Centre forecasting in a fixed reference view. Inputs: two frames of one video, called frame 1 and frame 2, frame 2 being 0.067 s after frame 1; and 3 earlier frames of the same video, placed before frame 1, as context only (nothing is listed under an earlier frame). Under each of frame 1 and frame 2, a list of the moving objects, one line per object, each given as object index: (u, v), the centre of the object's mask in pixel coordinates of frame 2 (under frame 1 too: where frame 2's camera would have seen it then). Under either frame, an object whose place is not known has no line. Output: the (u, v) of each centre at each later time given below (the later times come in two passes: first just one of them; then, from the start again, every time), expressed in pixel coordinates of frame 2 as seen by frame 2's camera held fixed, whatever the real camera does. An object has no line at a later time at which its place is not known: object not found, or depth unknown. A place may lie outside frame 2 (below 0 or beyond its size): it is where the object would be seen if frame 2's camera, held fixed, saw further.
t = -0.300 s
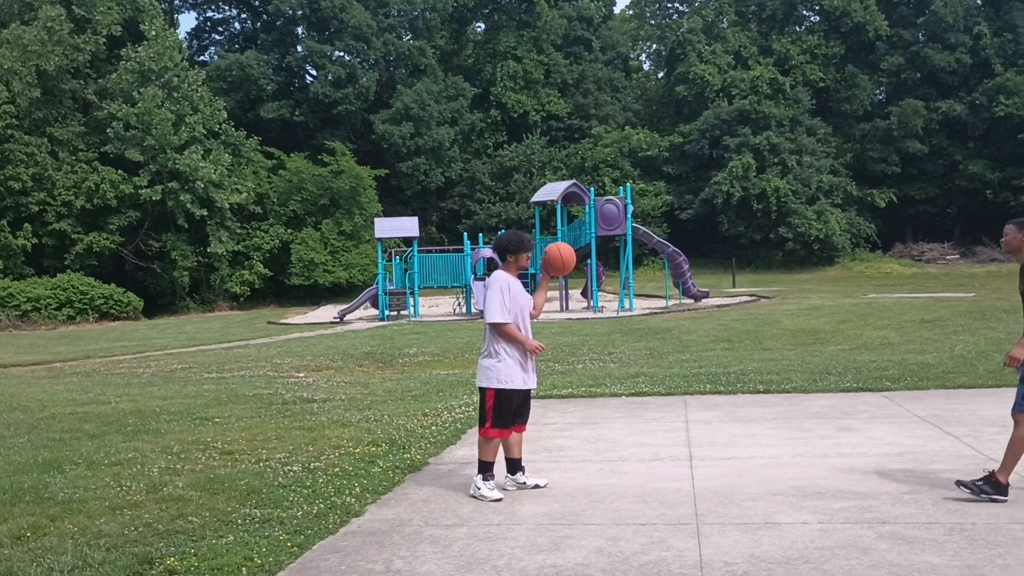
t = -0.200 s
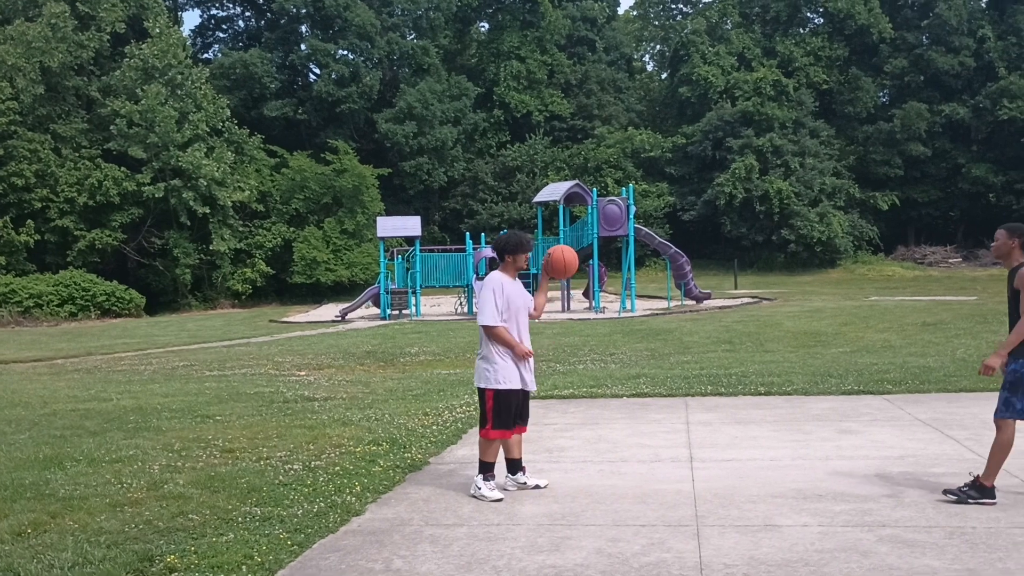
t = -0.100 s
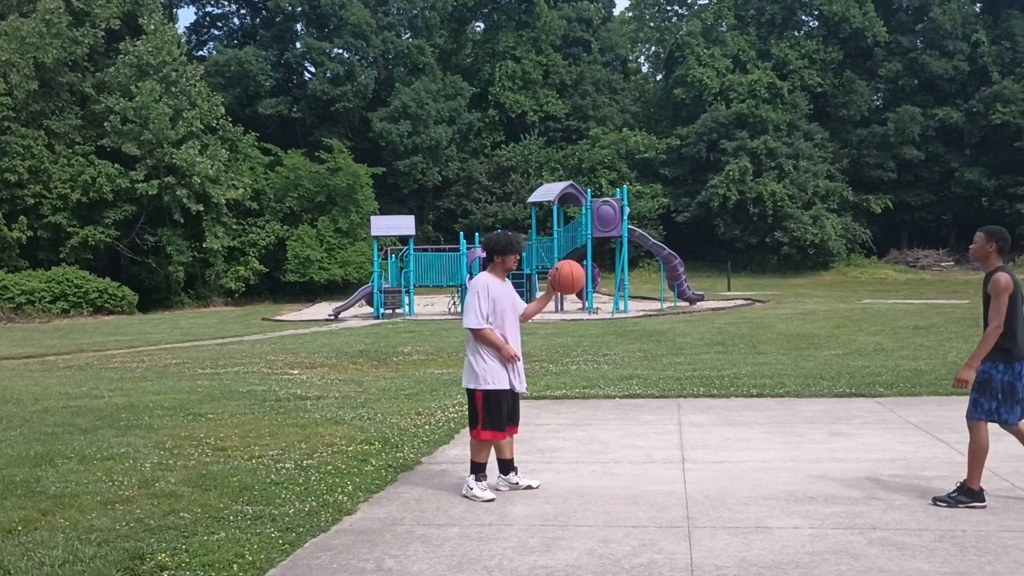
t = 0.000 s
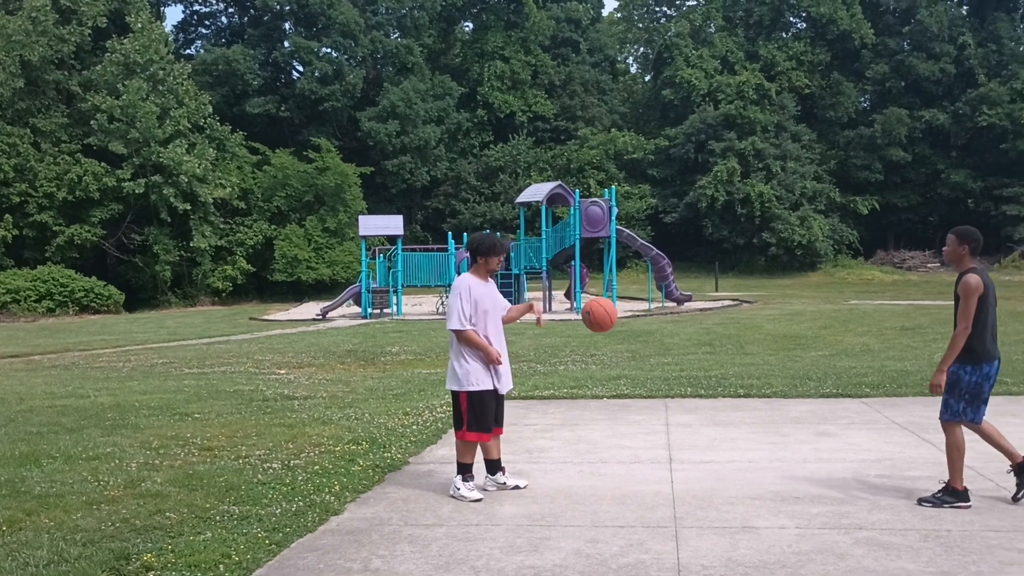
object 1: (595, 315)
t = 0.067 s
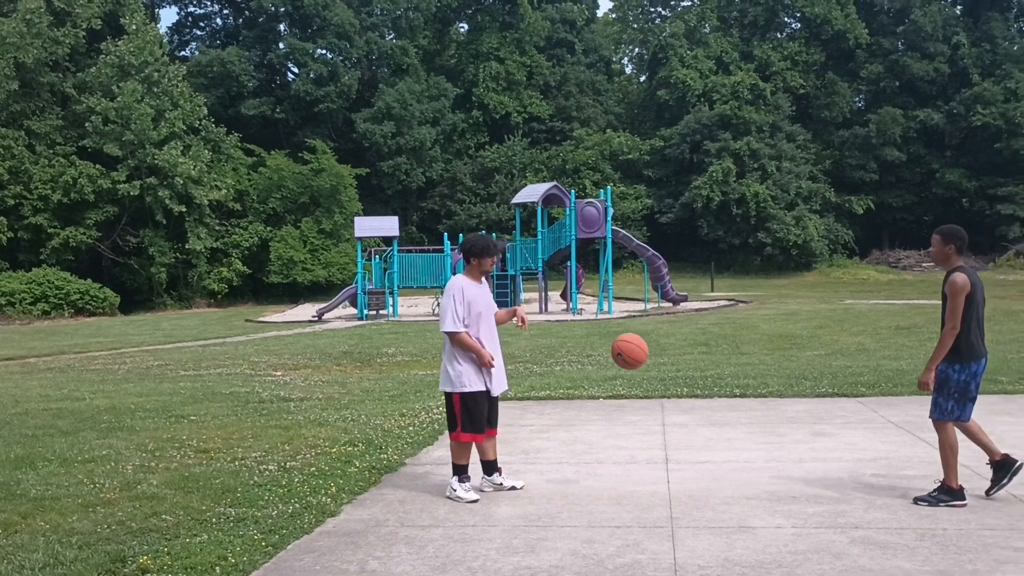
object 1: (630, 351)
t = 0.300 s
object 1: (738, 447)
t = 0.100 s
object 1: (647, 372)
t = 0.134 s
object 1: (665, 395)
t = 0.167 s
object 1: (682, 421)
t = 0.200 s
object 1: (701, 448)
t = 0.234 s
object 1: (720, 478)
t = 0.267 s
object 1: (731, 471)
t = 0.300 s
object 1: (738, 447)
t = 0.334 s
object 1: (745, 424)
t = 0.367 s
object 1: (753, 403)
